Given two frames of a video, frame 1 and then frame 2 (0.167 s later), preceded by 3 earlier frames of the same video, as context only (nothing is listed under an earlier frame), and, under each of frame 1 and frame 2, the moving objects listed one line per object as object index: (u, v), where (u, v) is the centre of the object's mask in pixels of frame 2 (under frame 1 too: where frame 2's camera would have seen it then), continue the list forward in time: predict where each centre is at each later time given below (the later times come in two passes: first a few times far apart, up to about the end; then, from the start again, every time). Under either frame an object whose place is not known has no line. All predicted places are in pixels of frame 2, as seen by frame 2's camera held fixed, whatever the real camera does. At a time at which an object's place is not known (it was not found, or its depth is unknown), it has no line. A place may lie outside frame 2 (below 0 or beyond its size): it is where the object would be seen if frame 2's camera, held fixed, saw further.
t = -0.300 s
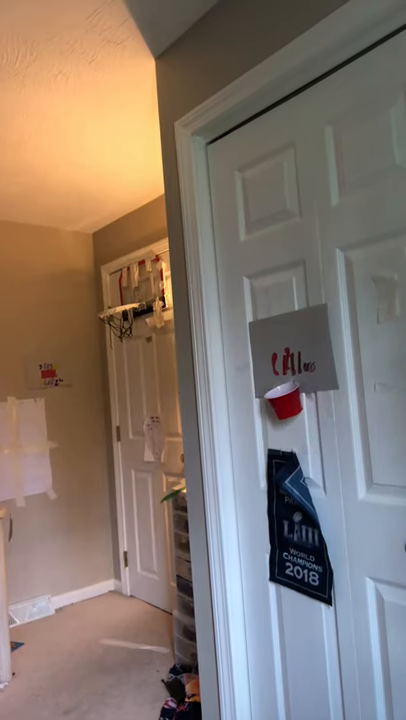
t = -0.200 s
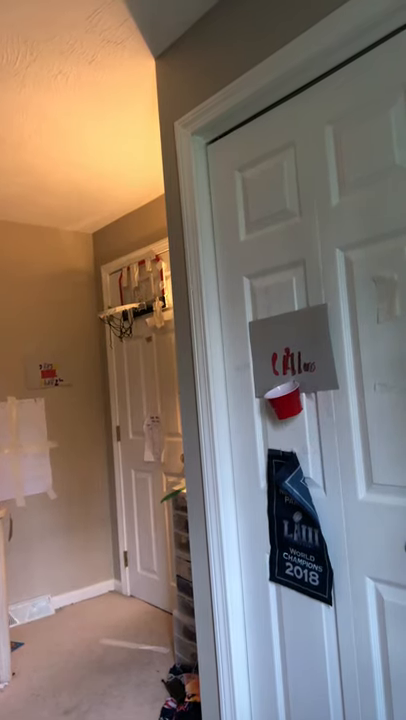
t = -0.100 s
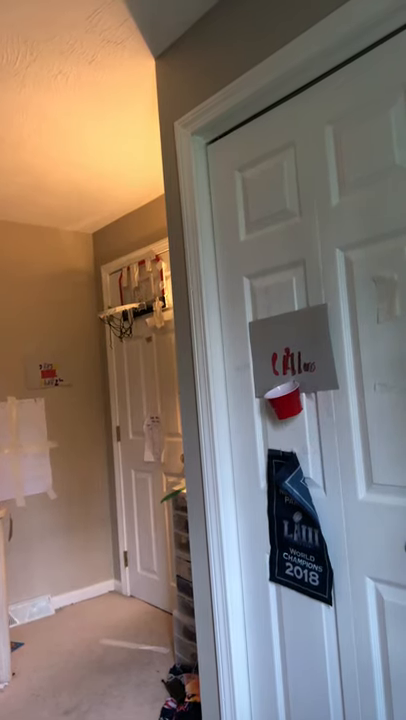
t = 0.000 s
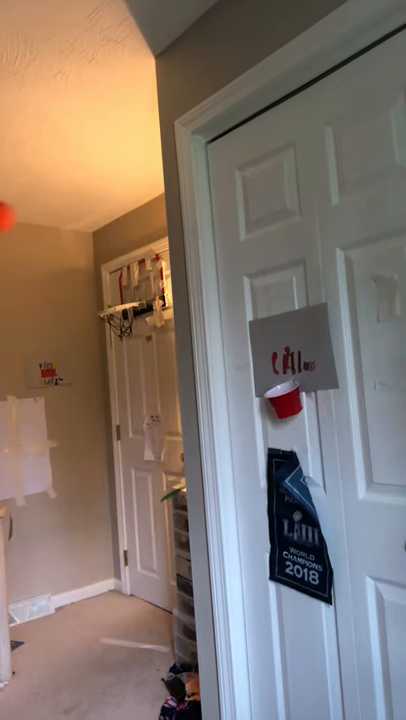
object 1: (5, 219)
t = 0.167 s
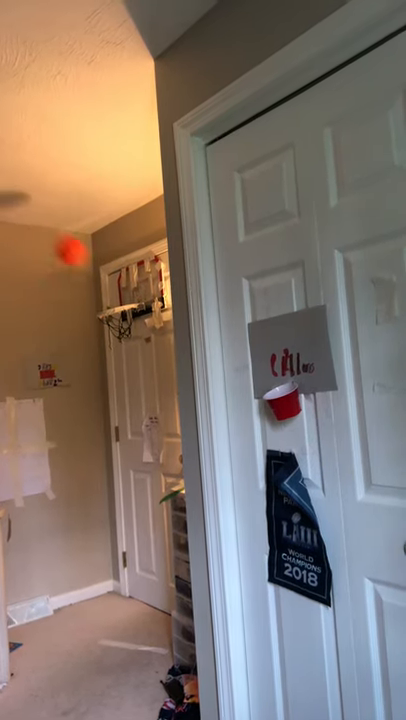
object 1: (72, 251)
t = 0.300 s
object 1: (117, 299)
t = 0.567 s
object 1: (110, 336)
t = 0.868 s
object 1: (136, 462)
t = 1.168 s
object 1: (160, 554)
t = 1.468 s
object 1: (154, 488)
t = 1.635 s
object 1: (145, 527)
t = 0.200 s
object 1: (85, 263)
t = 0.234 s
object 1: (97, 274)
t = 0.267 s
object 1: (108, 288)
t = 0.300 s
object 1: (117, 299)
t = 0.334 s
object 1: (122, 308)
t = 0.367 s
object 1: (122, 316)
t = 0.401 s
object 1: (117, 322)
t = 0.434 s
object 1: (110, 324)
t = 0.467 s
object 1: (106, 327)
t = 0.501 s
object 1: (105, 328)
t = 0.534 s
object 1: (107, 332)
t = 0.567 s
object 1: (110, 336)
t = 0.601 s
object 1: (112, 341)
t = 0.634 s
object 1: (114, 349)
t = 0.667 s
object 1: (117, 360)
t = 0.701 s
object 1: (120, 372)
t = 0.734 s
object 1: (123, 385)
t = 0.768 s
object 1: (126, 402)
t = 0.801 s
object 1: (129, 420)
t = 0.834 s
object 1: (132, 439)
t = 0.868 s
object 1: (136, 462)
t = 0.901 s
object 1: (139, 484)
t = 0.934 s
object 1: (143, 511)
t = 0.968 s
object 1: (145, 538)
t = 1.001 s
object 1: (149, 568)
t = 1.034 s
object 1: (153, 604)
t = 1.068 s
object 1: (156, 623)
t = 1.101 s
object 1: (157, 596)
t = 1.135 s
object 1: (158, 575)
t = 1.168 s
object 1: (160, 554)
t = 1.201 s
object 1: (161, 538)
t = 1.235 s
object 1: (162, 522)
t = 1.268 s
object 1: (162, 511)
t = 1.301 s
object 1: (162, 501)
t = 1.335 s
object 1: (162, 492)
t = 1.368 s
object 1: (160, 487)
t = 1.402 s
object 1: (158, 486)
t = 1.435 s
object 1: (156, 486)
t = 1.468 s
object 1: (154, 488)
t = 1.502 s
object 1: (151, 492)
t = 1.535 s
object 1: (150, 497)
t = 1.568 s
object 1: (148, 505)
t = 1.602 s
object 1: (146, 514)
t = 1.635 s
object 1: (145, 527)
